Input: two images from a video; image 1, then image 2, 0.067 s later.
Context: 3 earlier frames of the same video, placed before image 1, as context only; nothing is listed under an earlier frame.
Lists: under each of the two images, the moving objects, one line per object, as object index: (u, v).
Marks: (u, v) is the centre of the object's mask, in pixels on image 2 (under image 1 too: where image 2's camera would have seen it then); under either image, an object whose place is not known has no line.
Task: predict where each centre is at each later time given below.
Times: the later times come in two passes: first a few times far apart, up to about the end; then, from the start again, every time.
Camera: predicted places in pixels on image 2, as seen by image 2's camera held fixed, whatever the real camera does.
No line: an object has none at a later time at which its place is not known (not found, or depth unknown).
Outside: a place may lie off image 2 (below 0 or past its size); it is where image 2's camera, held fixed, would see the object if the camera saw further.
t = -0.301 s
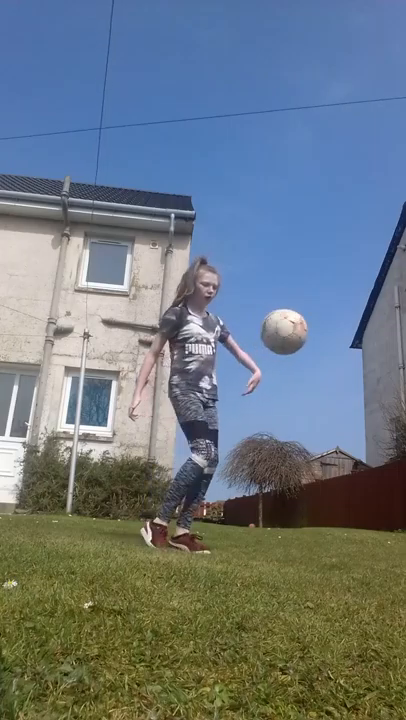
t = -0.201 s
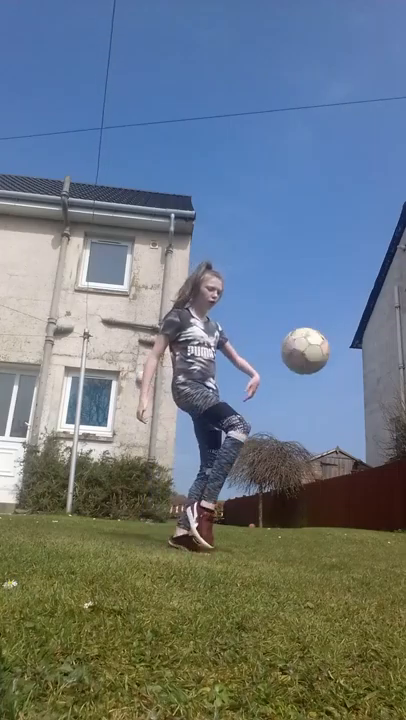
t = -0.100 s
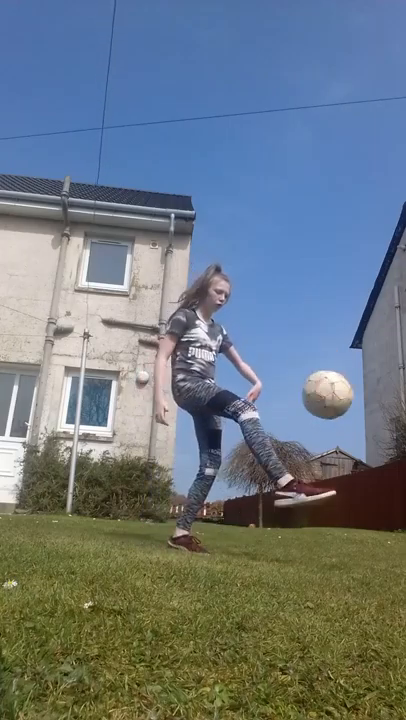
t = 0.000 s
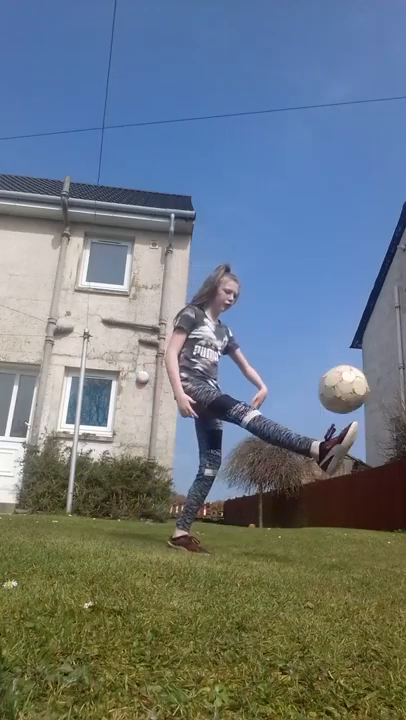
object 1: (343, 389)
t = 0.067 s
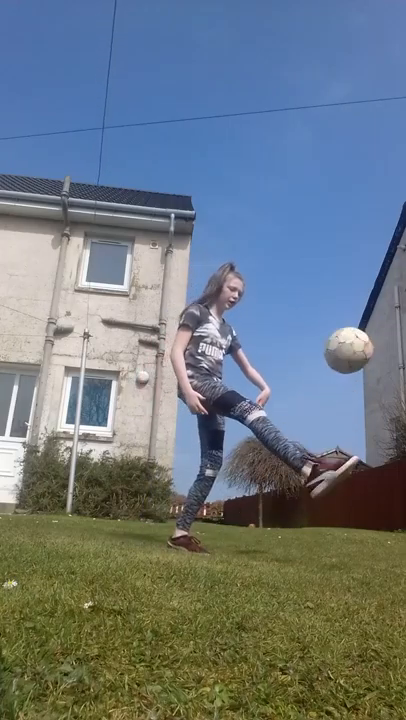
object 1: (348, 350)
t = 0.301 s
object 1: (363, 301)
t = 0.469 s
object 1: (374, 332)
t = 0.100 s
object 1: (350, 335)
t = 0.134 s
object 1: (353, 324)
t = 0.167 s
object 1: (355, 314)
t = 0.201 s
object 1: (357, 307)
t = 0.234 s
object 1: (358, 303)
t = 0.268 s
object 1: (361, 301)
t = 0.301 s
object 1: (363, 301)
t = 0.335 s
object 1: (365, 303)
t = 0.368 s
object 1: (367, 307)
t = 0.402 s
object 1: (370, 314)
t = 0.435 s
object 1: (372, 322)
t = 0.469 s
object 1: (374, 332)
